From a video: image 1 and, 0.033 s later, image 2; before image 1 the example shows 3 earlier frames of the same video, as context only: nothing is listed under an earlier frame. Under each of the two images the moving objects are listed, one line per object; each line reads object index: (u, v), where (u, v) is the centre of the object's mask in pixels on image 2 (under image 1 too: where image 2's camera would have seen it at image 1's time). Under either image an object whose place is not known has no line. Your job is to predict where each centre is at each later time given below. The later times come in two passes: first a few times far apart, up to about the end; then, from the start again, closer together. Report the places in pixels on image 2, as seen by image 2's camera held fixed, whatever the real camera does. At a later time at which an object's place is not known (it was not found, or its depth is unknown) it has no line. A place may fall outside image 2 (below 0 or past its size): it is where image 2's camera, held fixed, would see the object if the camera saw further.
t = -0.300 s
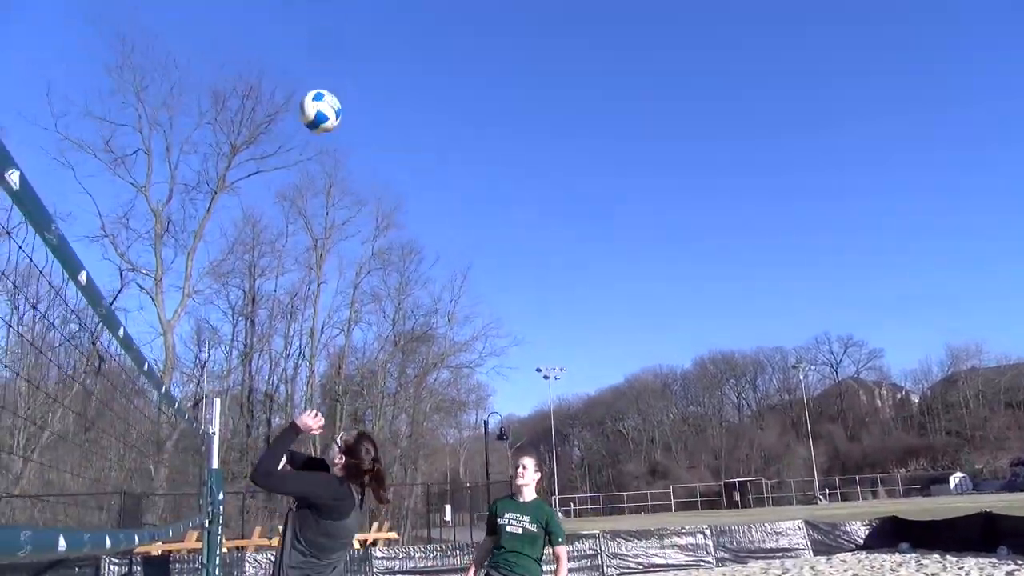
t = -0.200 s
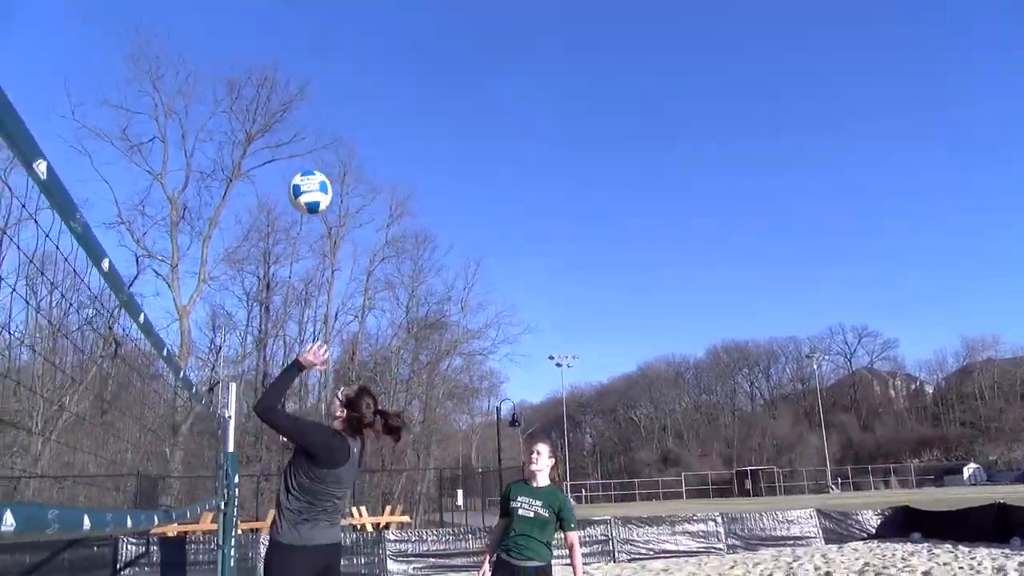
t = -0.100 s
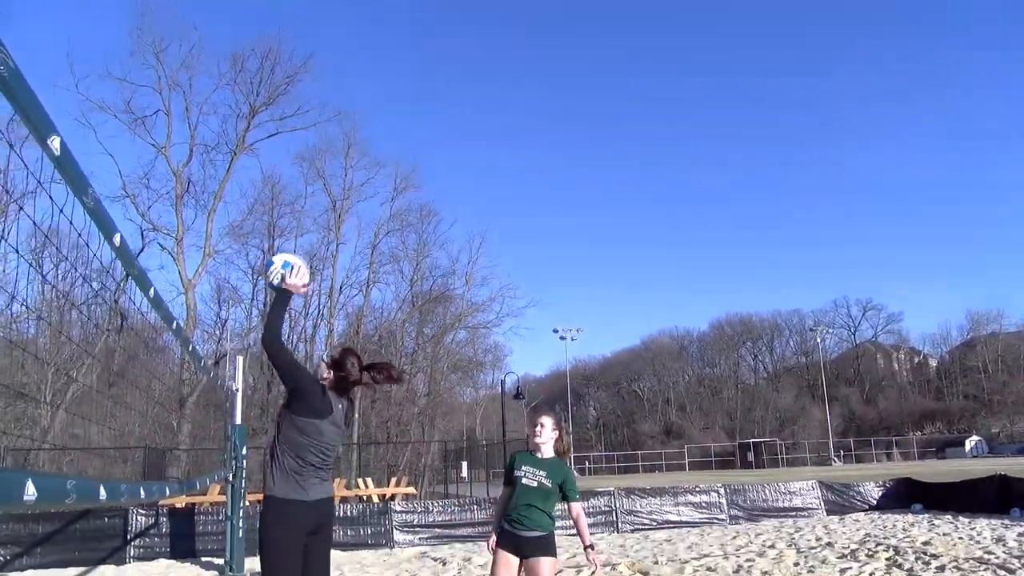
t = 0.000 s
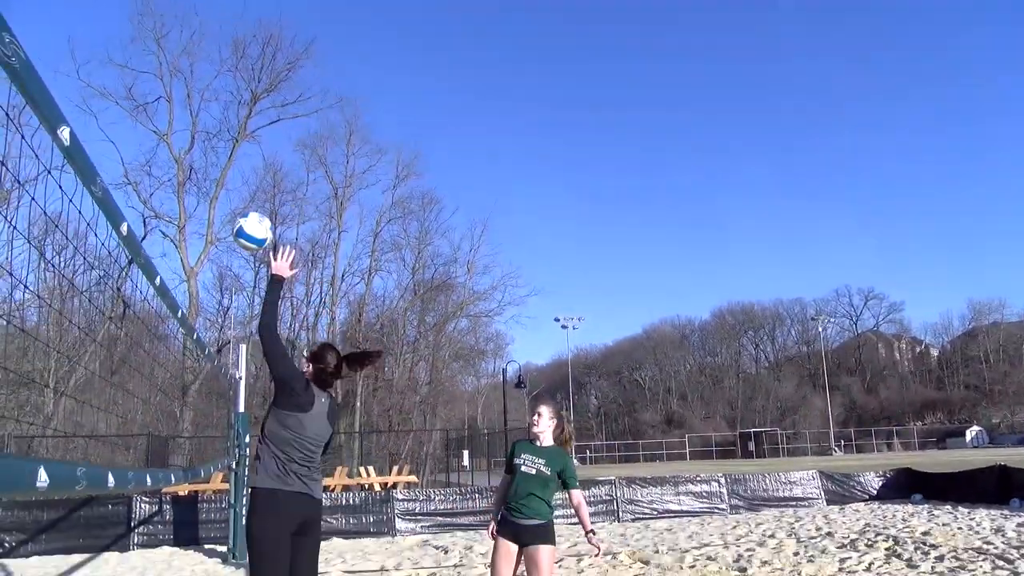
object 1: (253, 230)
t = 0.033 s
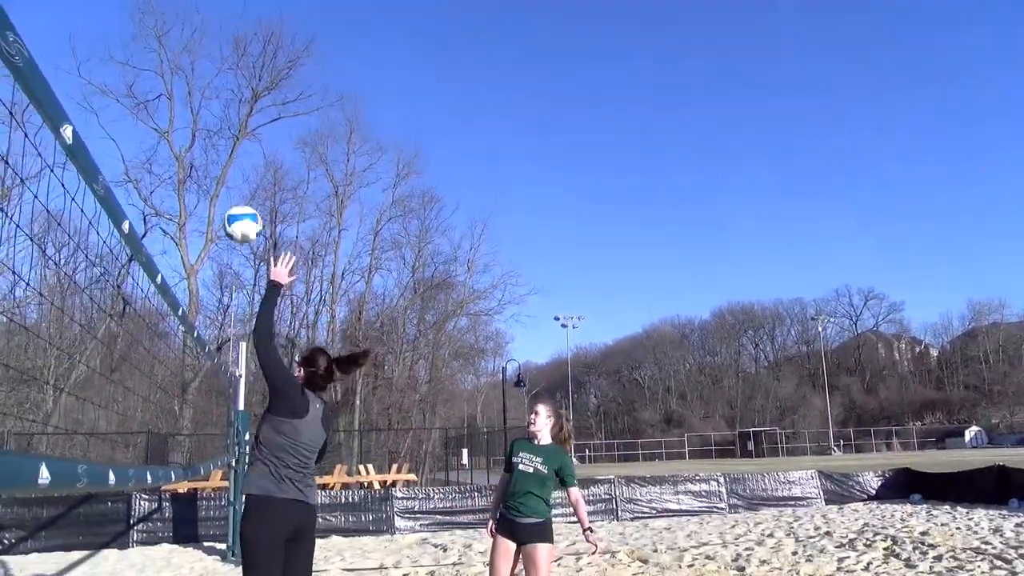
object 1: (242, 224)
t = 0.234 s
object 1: (188, 230)
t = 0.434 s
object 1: (141, 286)
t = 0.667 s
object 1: (104, 387)
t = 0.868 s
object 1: (76, 501)
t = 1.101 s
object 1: (35, 554)
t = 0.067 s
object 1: (232, 222)
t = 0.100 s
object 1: (222, 221)
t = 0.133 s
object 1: (213, 221)
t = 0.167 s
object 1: (205, 222)
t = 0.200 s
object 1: (197, 226)
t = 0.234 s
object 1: (188, 230)
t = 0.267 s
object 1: (180, 238)
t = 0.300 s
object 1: (172, 244)
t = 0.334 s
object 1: (165, 252)
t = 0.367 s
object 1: (162, 259)
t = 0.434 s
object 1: (141, 286)
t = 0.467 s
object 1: (136, 296)
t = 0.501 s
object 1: (131, 309)
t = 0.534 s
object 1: (126, 323)
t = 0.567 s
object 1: (120, 338)
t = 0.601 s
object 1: (114, 353)
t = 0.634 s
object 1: (109, 369)
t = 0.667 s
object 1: (104, 387)
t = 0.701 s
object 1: (99, 404)
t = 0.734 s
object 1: (92, 422)
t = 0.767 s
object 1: (88, 441)
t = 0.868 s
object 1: (76, 501)
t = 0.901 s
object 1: (72, 522)
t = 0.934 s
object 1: (67, 544)
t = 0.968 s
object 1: (62, 567)
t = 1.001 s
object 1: (58, 585)
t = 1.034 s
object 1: (50, 574)
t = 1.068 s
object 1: (42, 564)
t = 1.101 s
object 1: (35, 554)
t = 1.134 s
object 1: (30, 546)
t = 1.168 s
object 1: (25, 538)
